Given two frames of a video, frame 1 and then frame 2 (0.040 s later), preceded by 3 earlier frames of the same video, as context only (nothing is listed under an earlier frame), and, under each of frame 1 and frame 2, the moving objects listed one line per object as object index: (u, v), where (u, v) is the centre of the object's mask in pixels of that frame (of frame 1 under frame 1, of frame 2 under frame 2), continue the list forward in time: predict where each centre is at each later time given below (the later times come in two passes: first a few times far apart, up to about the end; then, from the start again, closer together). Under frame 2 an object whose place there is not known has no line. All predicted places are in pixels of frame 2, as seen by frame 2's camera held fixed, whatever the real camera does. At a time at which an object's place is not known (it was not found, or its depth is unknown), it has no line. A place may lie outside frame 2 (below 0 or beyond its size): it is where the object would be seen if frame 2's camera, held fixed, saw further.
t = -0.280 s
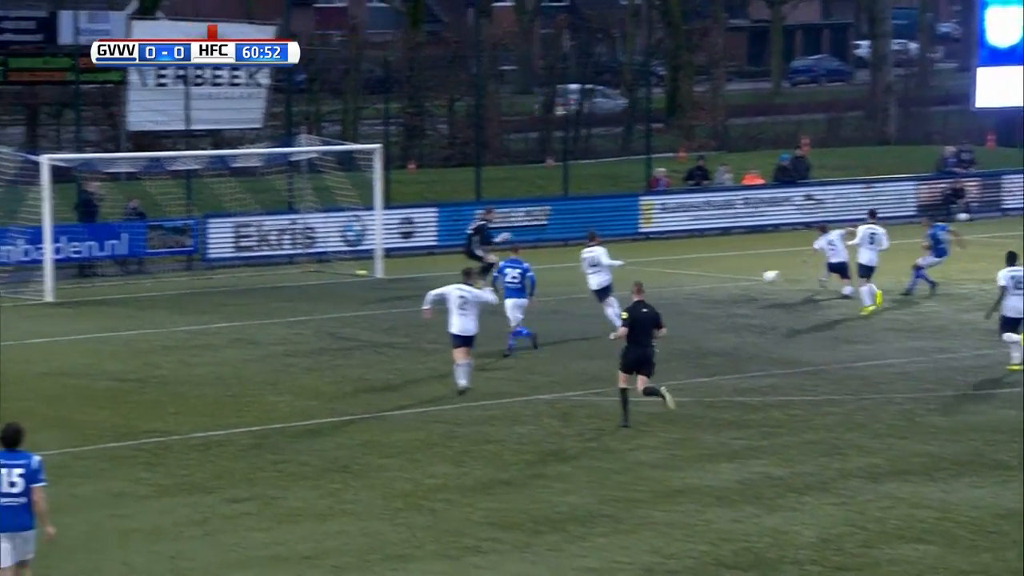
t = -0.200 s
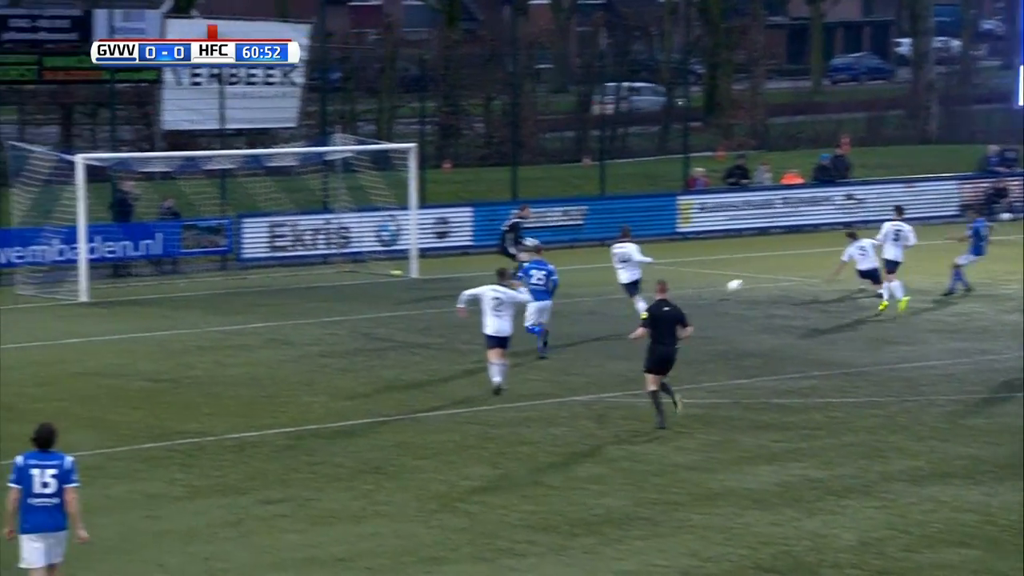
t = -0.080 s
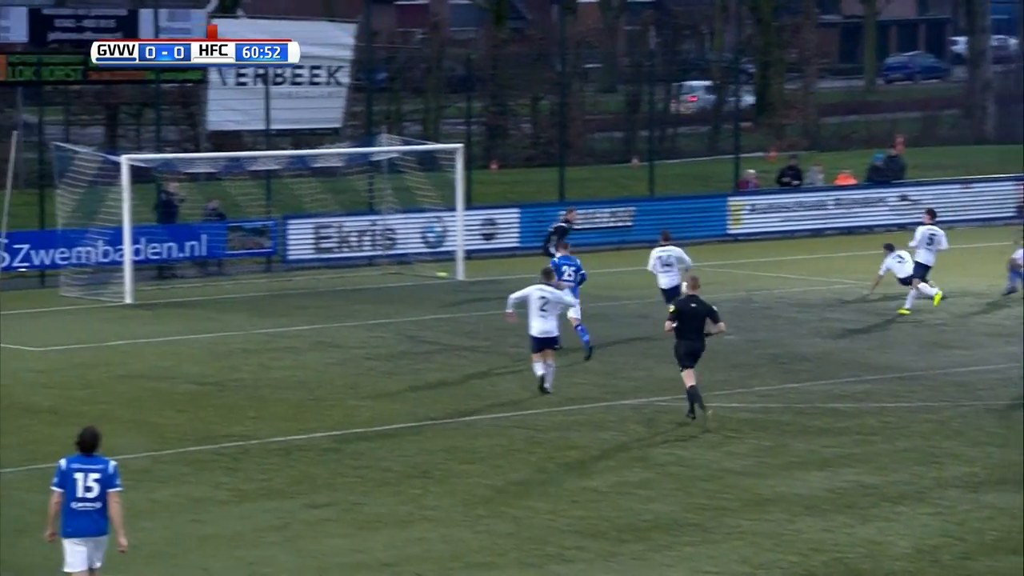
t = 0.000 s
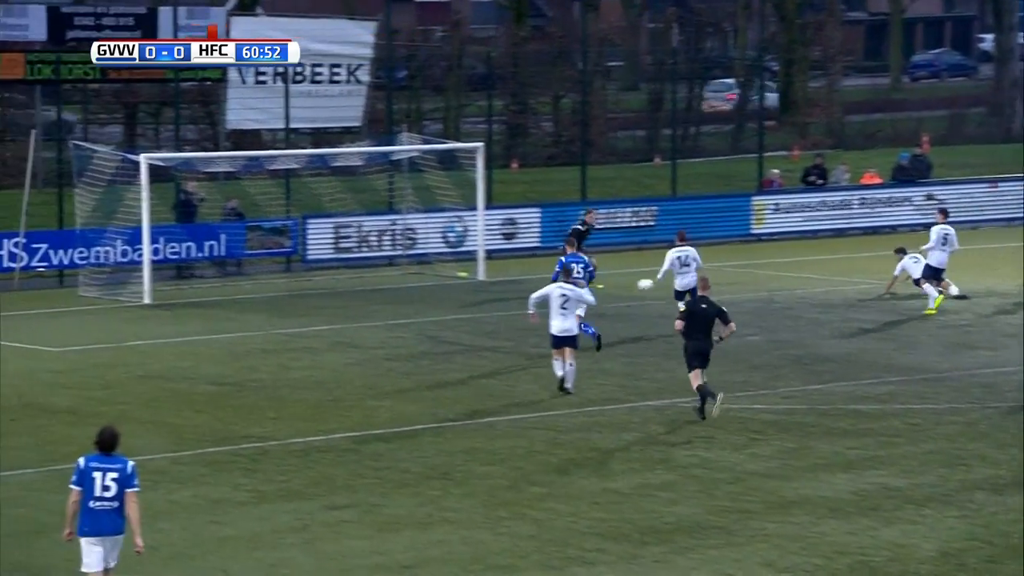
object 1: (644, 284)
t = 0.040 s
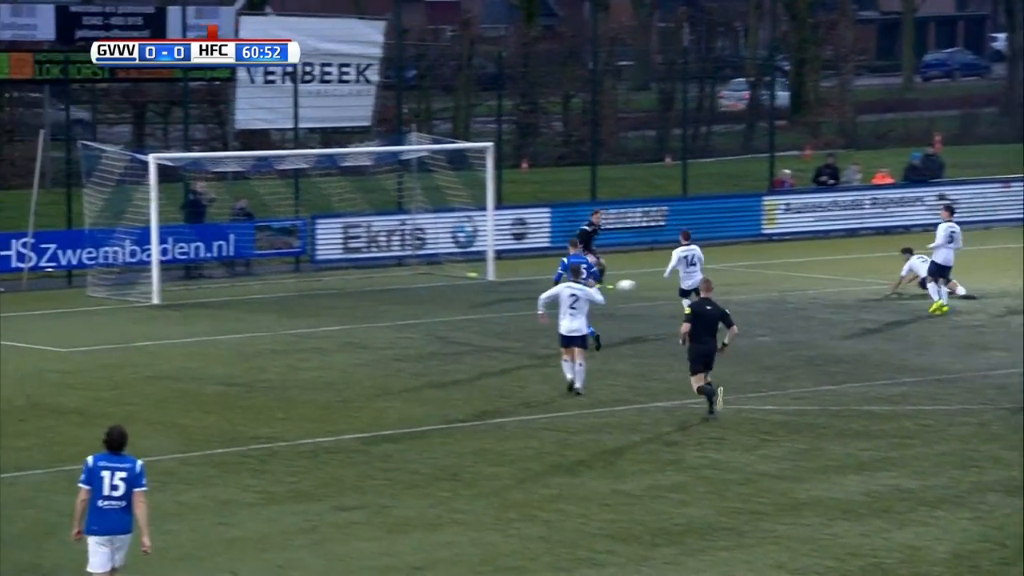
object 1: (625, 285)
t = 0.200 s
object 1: (507, 297)
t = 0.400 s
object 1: (383, 288)
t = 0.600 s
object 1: (265, 298)
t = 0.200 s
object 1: (507, 297)
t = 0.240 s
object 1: (481, 296)
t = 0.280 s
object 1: (456, 292)
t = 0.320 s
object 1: (432, 289)
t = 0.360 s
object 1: (407, 288)
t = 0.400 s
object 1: (383, 288)
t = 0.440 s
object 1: (359, 289)
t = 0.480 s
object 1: (336, 291)
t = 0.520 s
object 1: (312, 295)
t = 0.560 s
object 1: (288, 299)
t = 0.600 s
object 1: (265, 298)
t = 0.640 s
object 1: (240, 295)
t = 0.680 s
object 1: (215, 294)
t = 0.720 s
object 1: (192, 294)
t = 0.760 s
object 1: (167, 296)
